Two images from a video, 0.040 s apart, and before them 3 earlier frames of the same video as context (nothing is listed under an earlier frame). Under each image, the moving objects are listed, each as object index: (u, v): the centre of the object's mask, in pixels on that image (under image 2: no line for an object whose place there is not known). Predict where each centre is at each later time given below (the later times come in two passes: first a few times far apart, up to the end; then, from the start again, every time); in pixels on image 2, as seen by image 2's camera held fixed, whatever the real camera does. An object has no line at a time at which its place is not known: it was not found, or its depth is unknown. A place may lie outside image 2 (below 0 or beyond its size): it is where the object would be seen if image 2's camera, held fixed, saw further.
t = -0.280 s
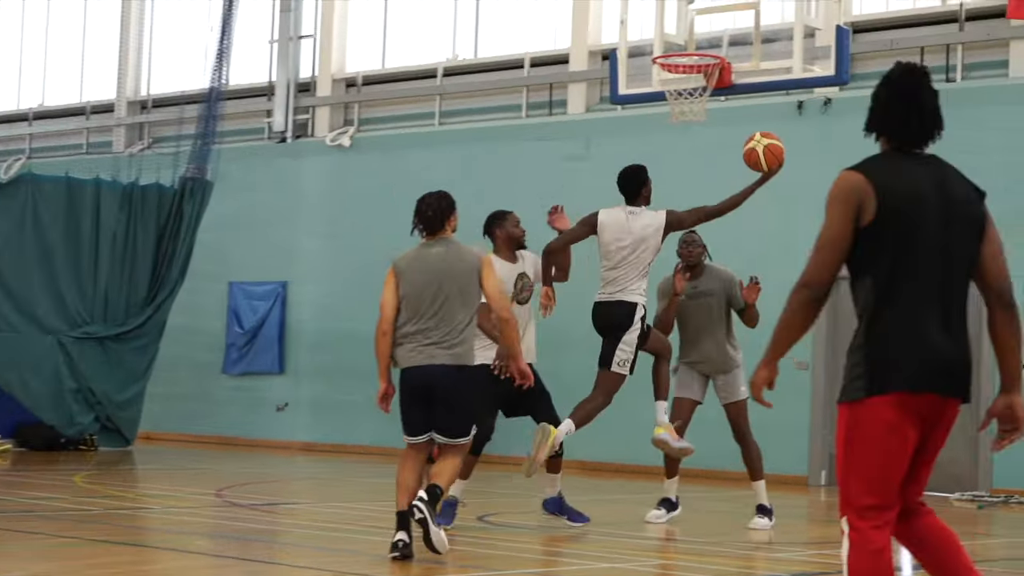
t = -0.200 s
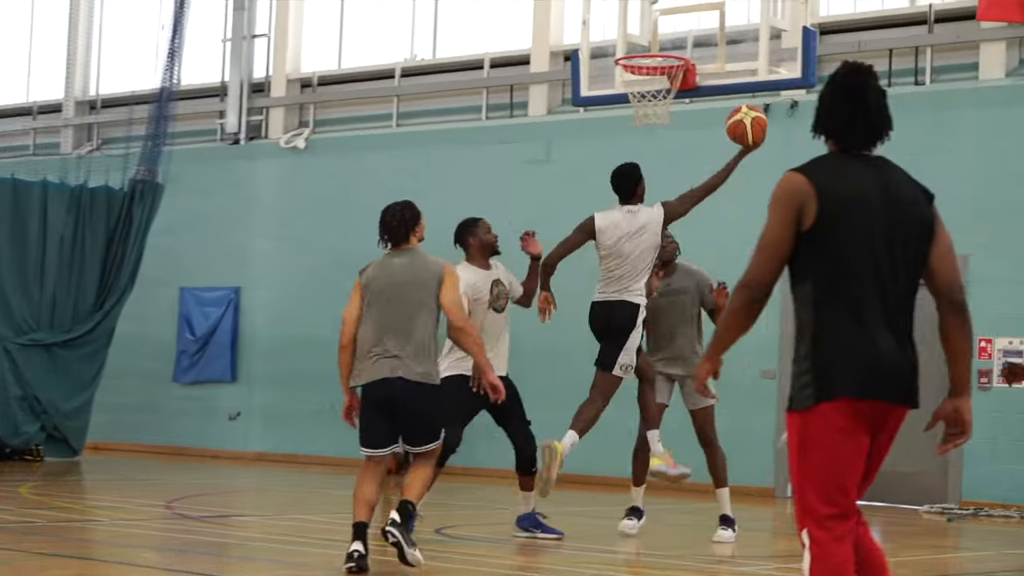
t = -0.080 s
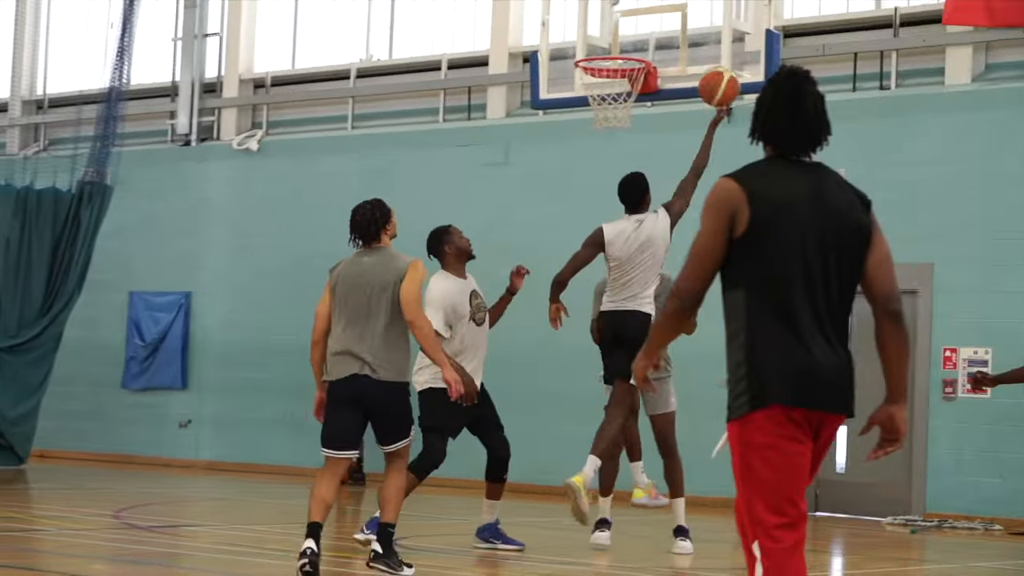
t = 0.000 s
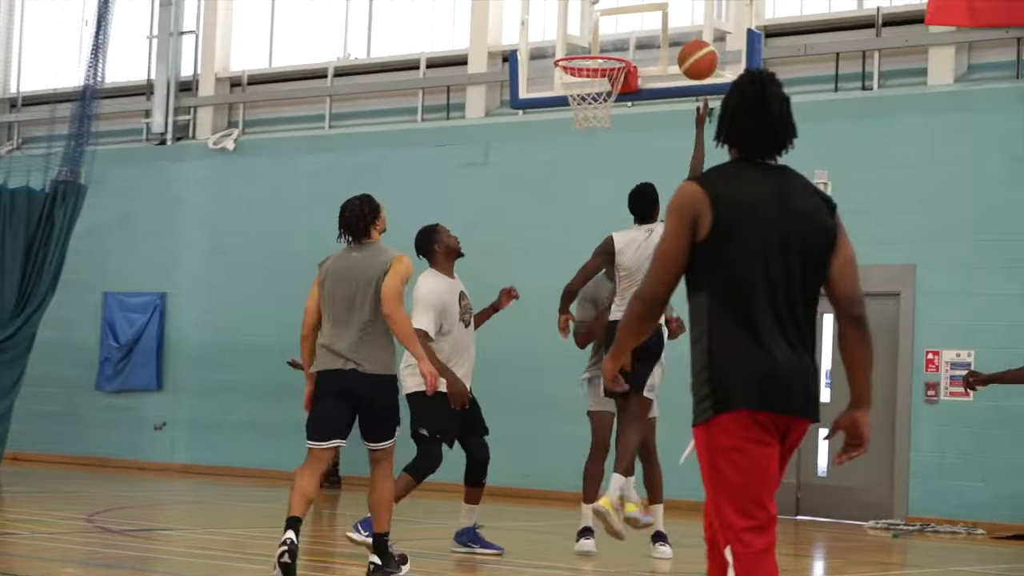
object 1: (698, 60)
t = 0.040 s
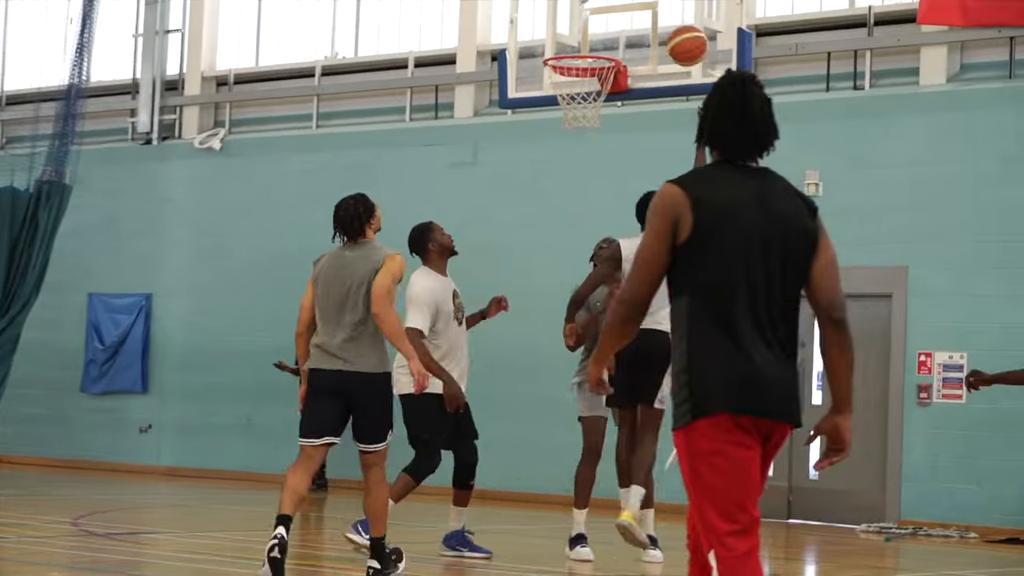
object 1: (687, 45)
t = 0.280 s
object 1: (678, 6)
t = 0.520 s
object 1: (656, -6)
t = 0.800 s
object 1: (596, 38)
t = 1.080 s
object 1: (565, 57)
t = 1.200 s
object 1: (564, 82)
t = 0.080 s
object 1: (686, 38)
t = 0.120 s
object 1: (685, 27)
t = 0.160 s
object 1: (683, 18)
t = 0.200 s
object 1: (681, 13)
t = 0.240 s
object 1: (680, 9)
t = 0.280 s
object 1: (678, 6)
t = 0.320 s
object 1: (676, 2)
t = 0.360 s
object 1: (675, -1)
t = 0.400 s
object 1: (672, -4)
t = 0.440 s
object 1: (671, -3)
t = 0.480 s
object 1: (665, -4)
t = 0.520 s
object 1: (656, -6)
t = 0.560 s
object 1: (648, -5)
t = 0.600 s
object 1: (641, -3)
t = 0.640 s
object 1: (632, 2)
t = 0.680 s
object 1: (622, 10)
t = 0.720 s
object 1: (613, 20)
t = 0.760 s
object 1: (604, 33)
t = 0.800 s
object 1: (596, 38)
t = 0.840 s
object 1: (590, 36)
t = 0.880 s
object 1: (584, 35)
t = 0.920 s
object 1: (578, 37)
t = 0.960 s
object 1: (572, 41)
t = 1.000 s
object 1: (565, 47)
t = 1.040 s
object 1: (565, 50)
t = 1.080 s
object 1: (565, 57)
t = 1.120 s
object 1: (565, 64)
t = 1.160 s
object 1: (565, 75)
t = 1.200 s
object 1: (564, 82)
